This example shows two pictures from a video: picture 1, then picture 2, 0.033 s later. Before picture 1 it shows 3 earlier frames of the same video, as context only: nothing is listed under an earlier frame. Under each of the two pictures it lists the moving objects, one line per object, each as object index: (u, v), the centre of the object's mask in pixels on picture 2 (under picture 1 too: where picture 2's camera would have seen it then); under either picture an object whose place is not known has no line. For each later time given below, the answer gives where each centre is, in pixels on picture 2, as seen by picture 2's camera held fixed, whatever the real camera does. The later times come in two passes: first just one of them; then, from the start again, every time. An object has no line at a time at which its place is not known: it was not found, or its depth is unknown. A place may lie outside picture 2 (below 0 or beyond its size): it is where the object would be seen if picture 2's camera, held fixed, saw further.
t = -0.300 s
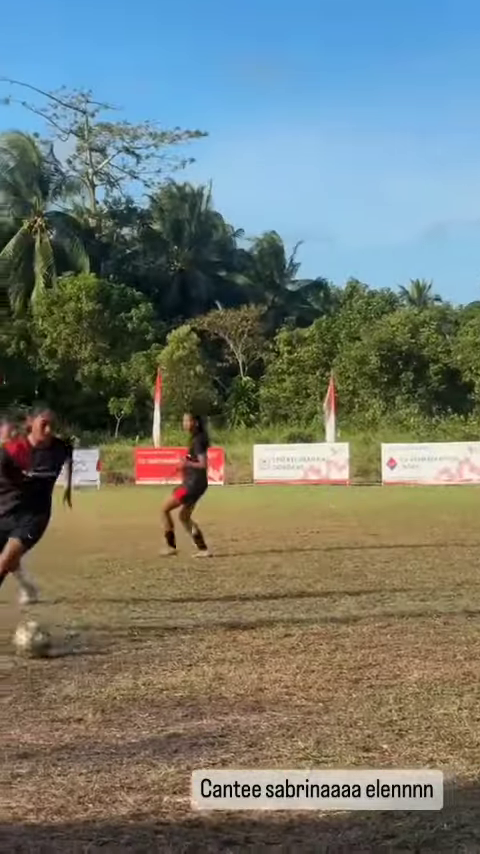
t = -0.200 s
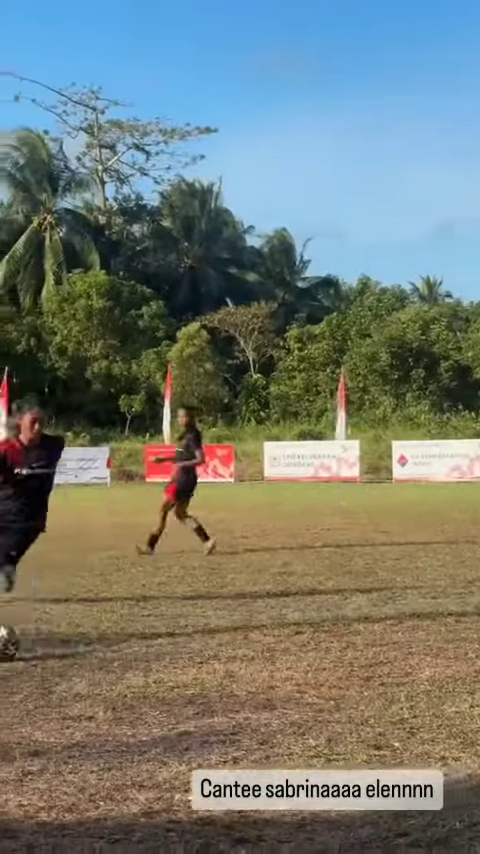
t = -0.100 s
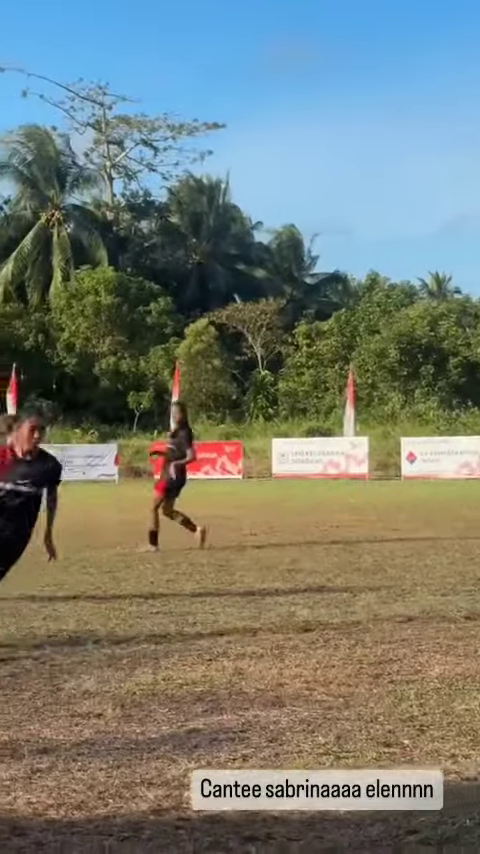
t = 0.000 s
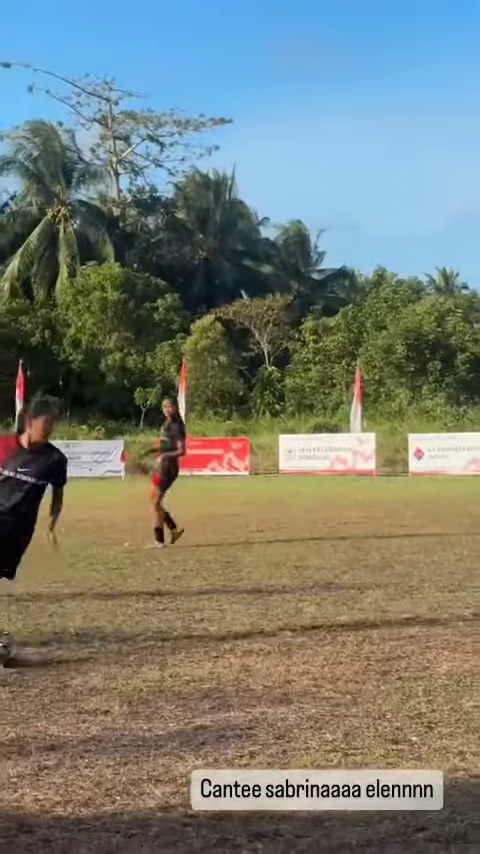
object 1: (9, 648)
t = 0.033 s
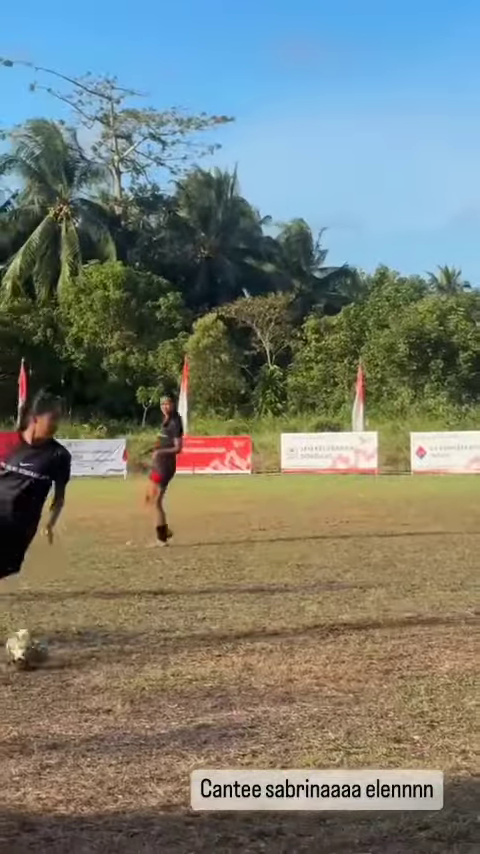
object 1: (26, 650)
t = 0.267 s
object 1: (193, 657)
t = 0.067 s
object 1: (53, 651)
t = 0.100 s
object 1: (75, 647)
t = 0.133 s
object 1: (98, 644)
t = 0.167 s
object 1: (122, 644)
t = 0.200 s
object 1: (145, 646)
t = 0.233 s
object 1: (170, 652)
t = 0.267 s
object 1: (193, 657)
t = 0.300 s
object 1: (217, 659)
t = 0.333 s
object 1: (241, 661)
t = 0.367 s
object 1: (264, 662)
